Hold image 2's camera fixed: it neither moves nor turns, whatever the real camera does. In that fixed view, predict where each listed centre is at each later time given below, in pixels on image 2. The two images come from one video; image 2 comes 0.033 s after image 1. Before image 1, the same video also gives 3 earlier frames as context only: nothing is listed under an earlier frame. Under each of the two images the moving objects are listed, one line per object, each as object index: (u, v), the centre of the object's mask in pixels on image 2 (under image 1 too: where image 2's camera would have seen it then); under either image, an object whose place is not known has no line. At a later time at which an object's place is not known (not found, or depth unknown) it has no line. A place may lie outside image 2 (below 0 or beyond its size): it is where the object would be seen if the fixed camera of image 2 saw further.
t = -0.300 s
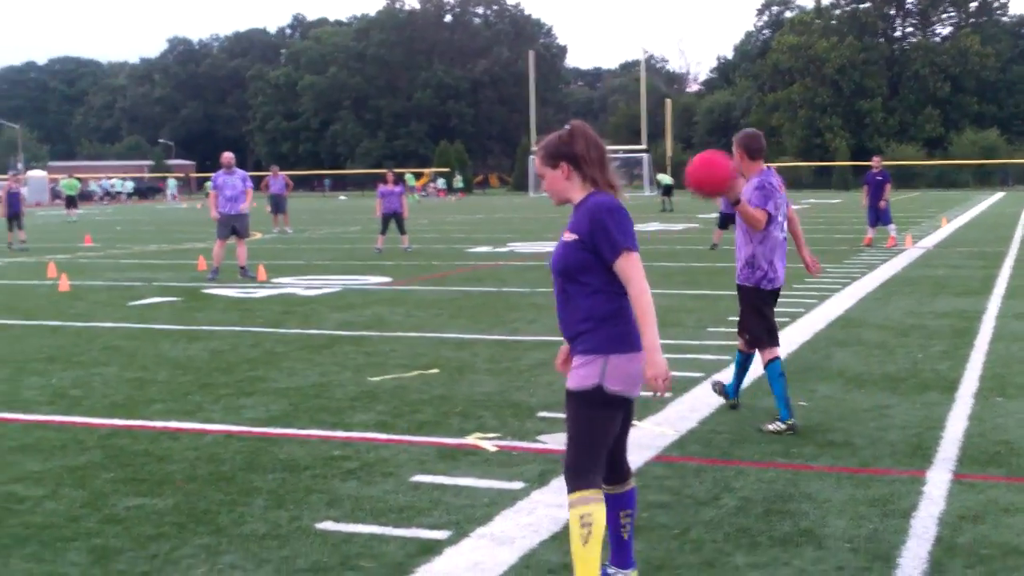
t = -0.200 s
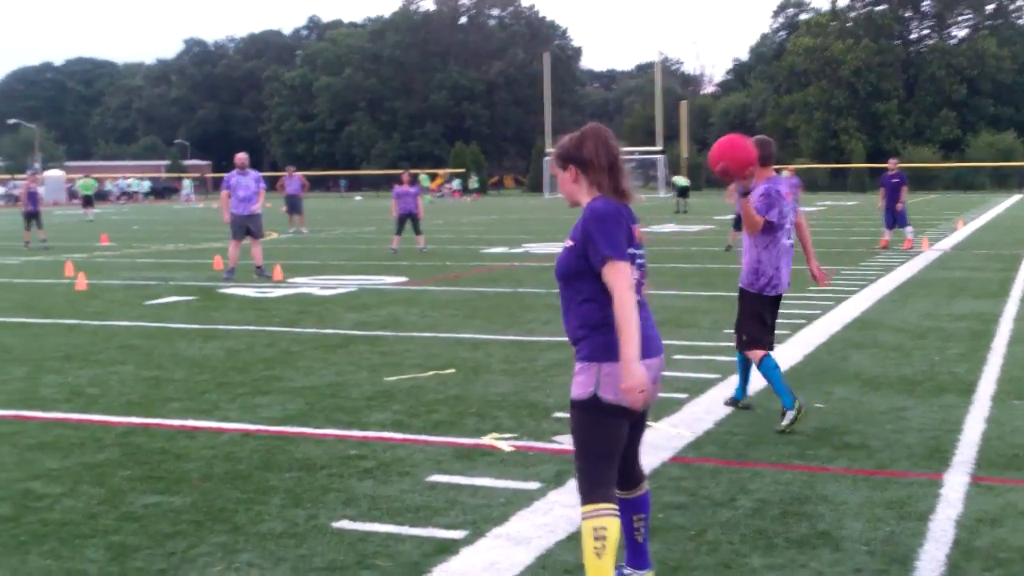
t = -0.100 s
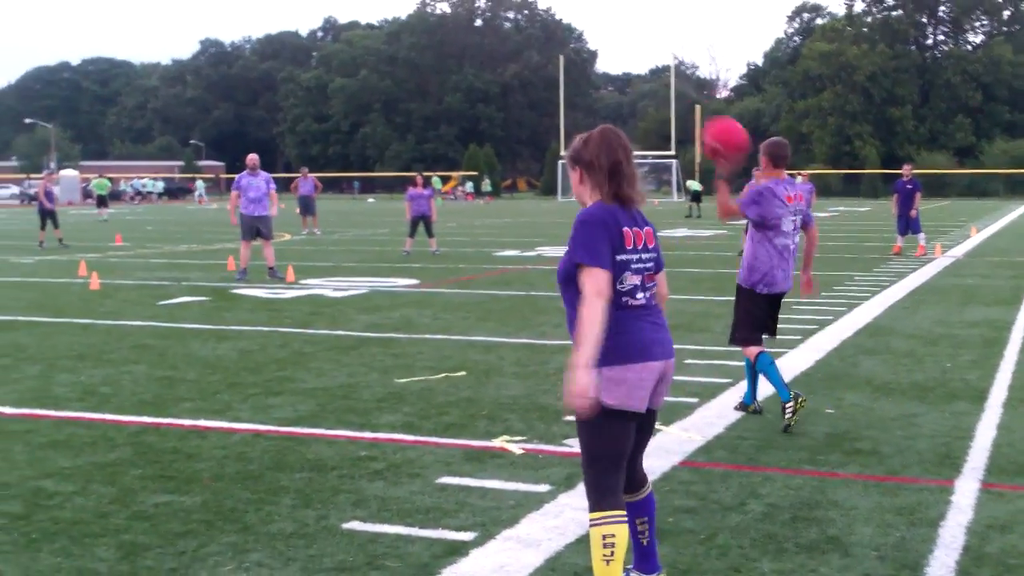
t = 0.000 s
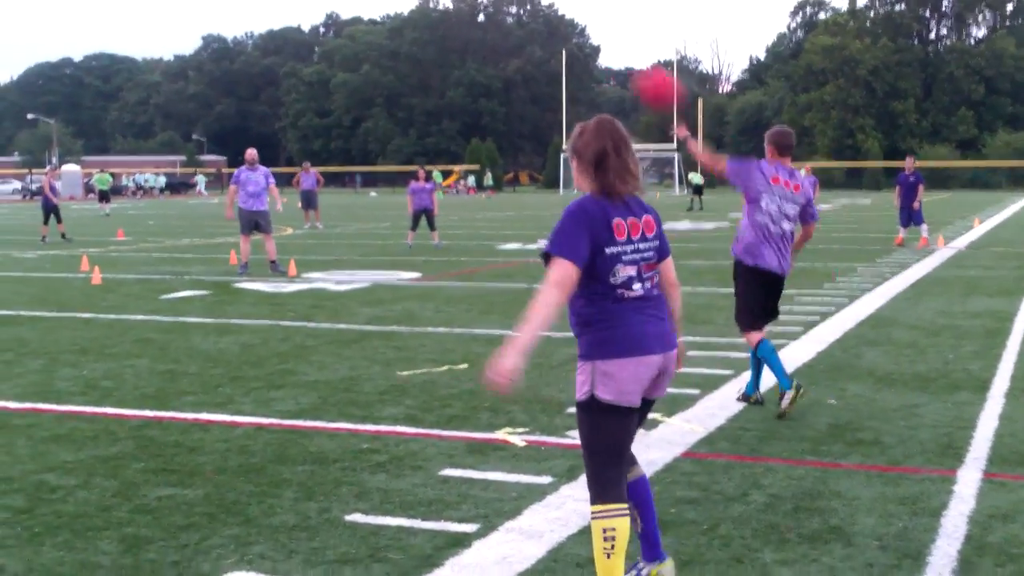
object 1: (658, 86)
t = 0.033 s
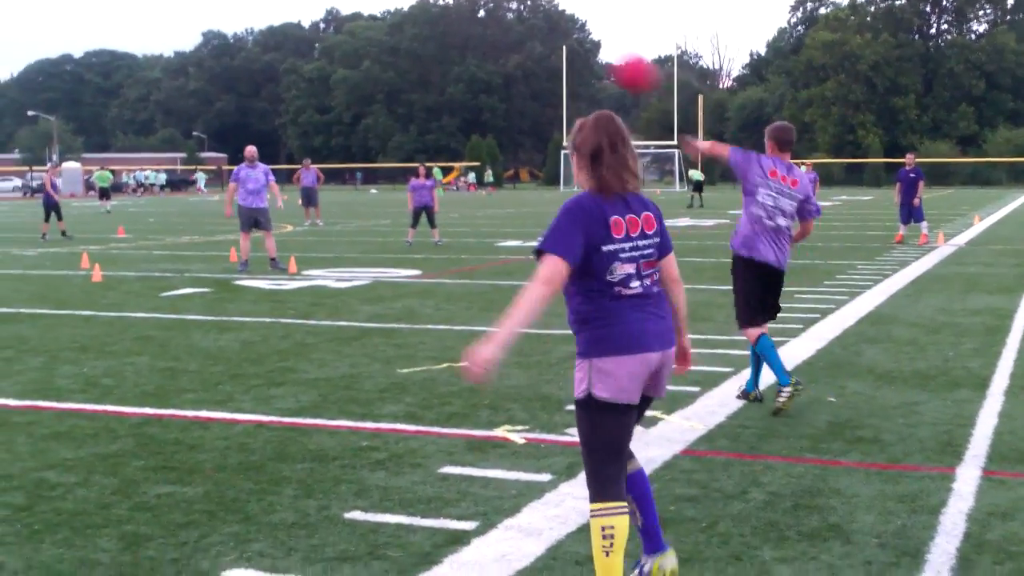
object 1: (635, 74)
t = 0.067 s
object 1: (610, 64)
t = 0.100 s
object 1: (586, 53)
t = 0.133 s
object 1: (567, 47)
